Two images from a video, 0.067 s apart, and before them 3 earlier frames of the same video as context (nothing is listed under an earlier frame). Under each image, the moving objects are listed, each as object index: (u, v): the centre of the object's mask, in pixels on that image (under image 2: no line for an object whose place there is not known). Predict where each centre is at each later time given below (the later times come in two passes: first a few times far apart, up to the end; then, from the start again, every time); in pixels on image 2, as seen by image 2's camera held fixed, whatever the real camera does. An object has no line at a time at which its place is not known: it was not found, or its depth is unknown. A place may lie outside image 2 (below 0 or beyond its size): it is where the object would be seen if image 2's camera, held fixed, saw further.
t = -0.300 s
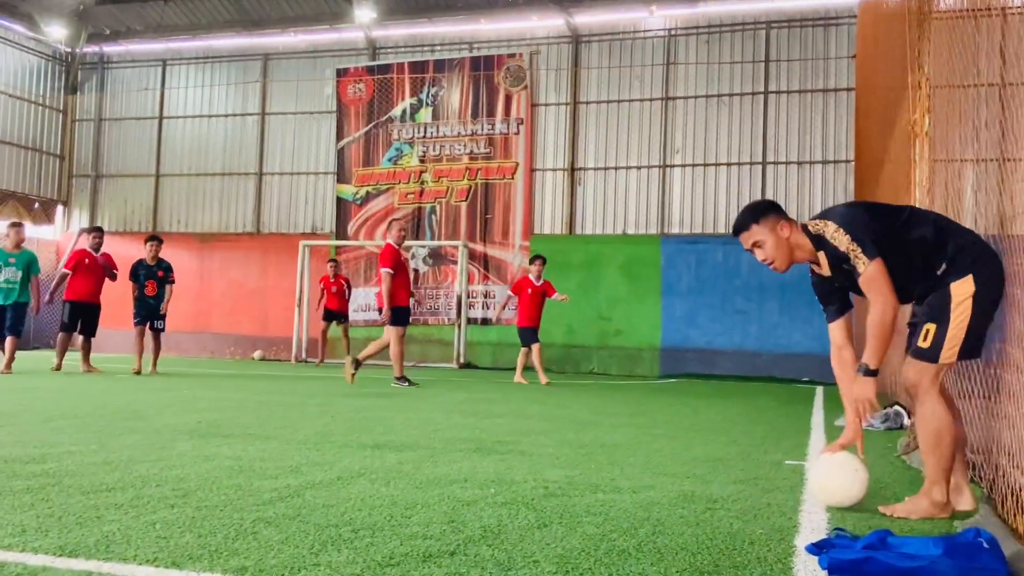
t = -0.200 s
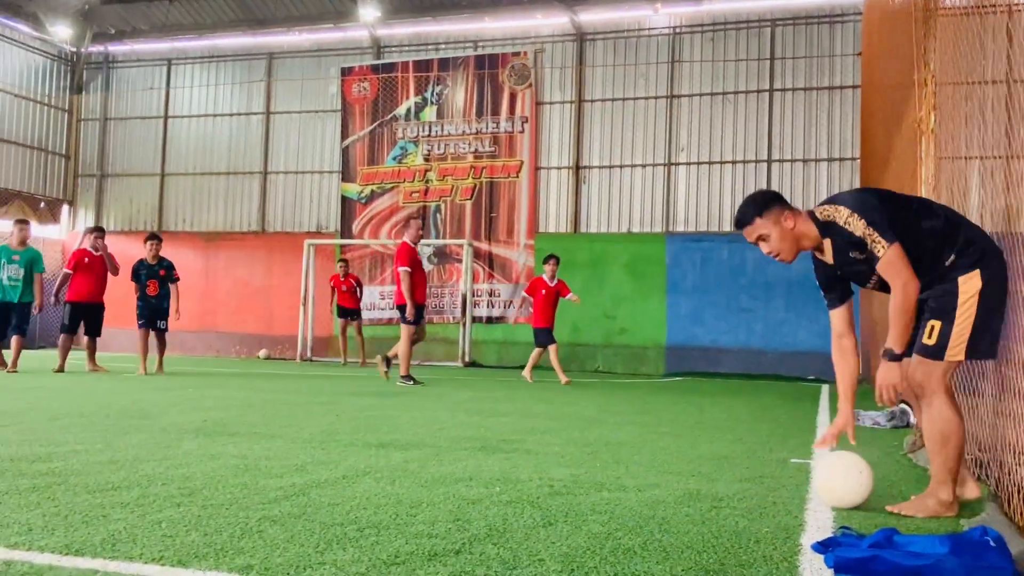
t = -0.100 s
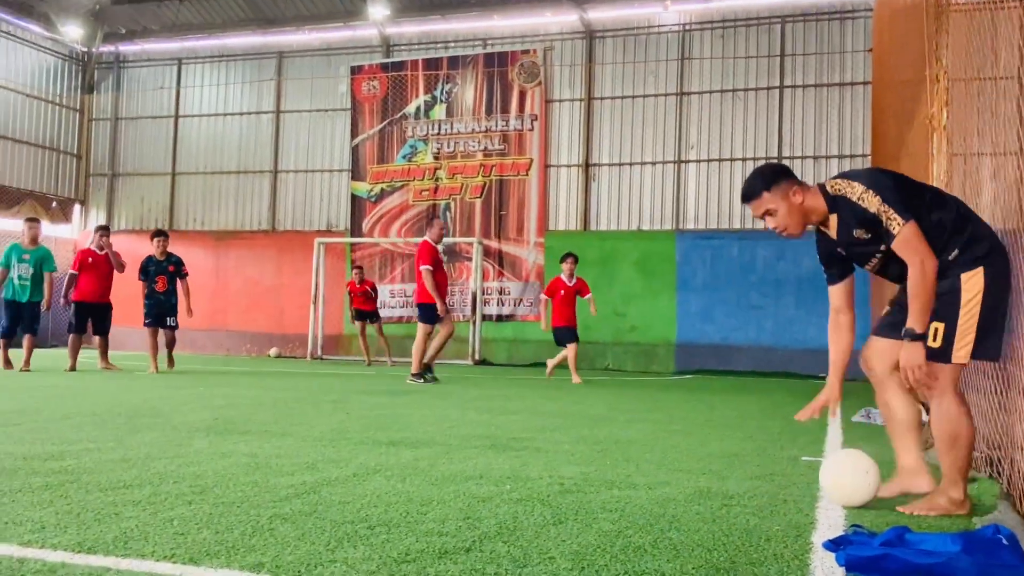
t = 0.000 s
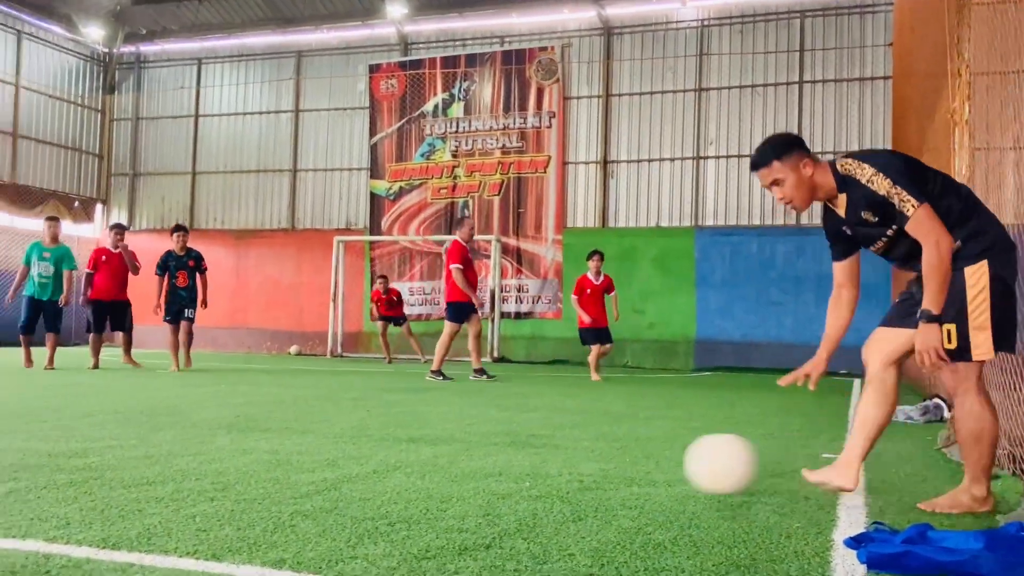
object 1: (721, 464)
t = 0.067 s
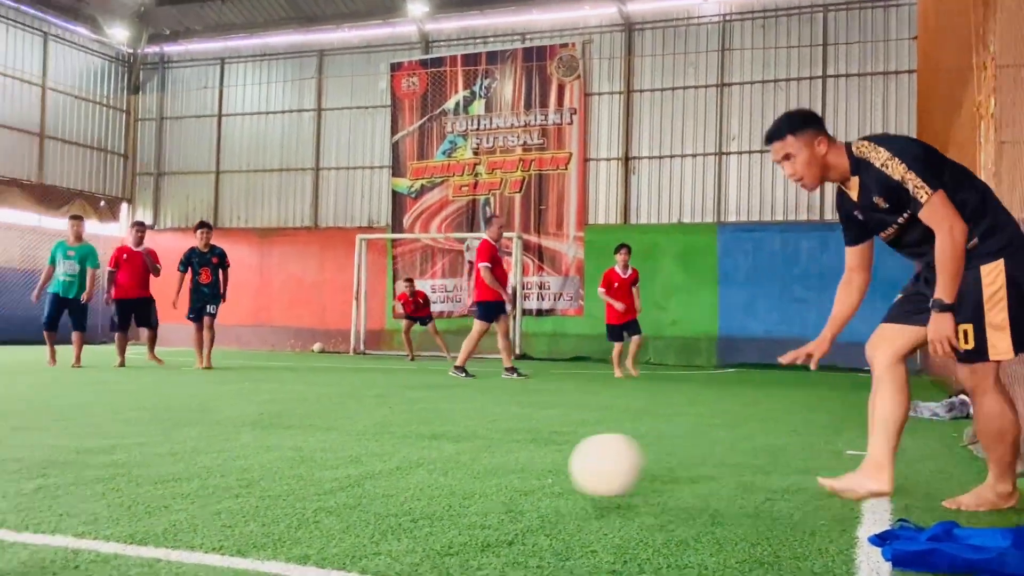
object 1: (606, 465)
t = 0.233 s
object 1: (251, 471)
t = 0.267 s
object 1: (174, 479)
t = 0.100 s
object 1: (534, 473)
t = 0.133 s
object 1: (464, 472)
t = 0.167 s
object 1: (394, 467)
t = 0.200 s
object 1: (324, 467)
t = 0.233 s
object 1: (251, 471)
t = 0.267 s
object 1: (174, 479)
